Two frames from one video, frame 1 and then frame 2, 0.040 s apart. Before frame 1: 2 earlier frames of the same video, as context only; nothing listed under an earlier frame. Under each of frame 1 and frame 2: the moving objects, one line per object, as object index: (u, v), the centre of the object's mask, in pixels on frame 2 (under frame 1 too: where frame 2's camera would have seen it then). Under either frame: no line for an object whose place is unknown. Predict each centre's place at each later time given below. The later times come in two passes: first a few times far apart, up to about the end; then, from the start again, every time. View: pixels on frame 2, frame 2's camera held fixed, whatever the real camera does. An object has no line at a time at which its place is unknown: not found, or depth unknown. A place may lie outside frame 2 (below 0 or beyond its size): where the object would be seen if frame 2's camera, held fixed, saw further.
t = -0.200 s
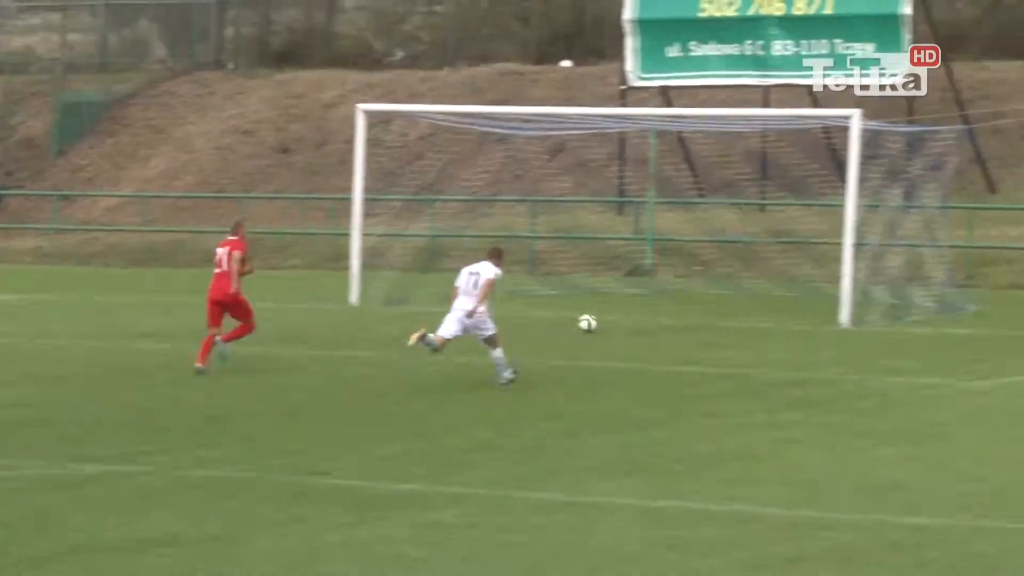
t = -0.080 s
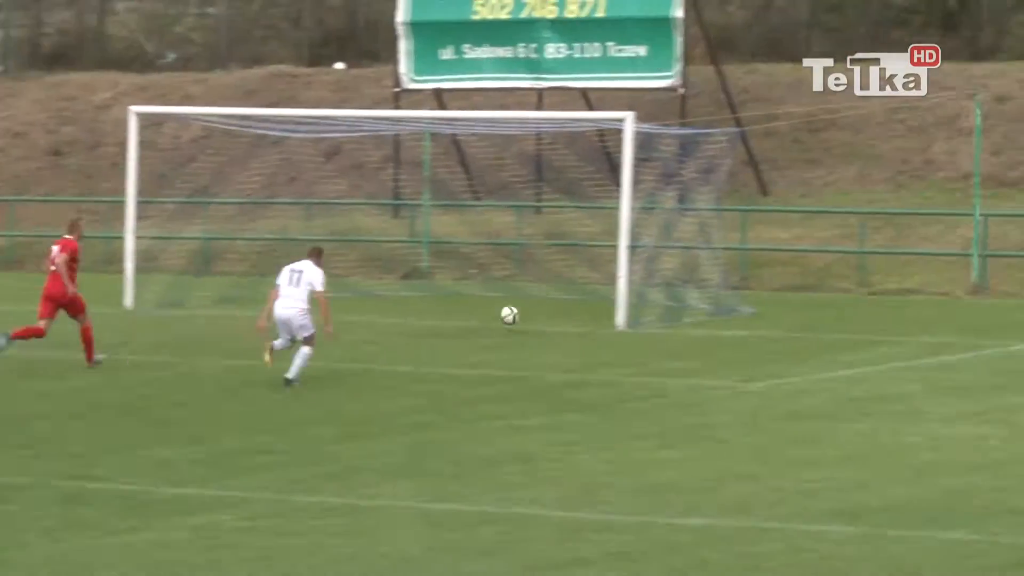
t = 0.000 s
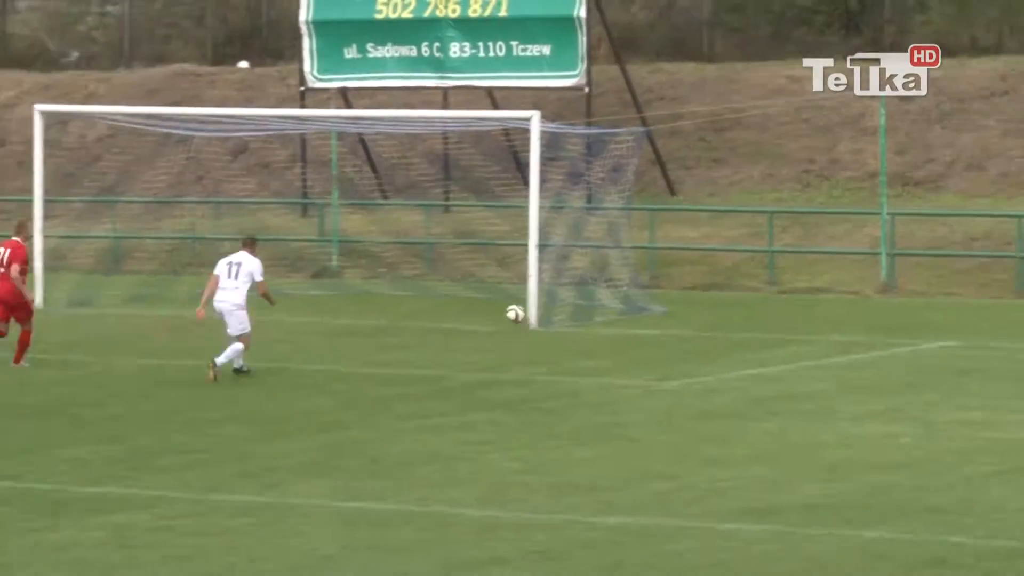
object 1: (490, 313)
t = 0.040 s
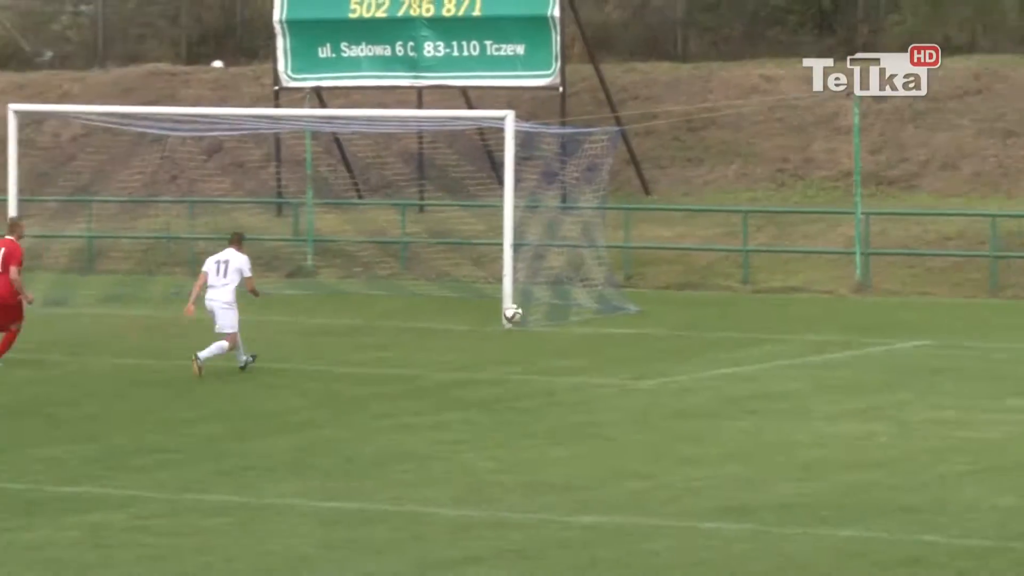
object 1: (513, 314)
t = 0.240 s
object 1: (584, 331)
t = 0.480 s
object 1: (660, 340)
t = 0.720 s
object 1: (723, 346)
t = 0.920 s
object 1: (767, 351)
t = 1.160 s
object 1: (821, 358)
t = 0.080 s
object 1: (526, 314)
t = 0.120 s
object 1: (541, 317)
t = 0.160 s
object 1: (555, 321)
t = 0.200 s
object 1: (571, 327)
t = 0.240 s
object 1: (584, 331)
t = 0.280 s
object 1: (598, 330)
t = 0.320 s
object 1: (609, 329)
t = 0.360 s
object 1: (622, 330)
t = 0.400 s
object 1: (635, 333)
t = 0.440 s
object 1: (648, 336)
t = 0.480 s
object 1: (660, 340)
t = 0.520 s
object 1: (671, 339)
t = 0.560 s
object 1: (681, 337)
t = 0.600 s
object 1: (691, 338)
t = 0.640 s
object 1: (702, 341)
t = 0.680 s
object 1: (713, 344)
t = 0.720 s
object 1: (723, 346)
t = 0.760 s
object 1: (732, 346)
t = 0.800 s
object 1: (741, 345)
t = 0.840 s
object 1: (750, 346)
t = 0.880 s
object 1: (759, 349)
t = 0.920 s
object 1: (767, 351)
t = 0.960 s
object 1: (777, 352)
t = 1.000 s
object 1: (785, 352)
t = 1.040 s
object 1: (794, 352)
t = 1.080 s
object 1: (804, 354)
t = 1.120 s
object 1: (812, 356)
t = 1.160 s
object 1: (821, 358)
